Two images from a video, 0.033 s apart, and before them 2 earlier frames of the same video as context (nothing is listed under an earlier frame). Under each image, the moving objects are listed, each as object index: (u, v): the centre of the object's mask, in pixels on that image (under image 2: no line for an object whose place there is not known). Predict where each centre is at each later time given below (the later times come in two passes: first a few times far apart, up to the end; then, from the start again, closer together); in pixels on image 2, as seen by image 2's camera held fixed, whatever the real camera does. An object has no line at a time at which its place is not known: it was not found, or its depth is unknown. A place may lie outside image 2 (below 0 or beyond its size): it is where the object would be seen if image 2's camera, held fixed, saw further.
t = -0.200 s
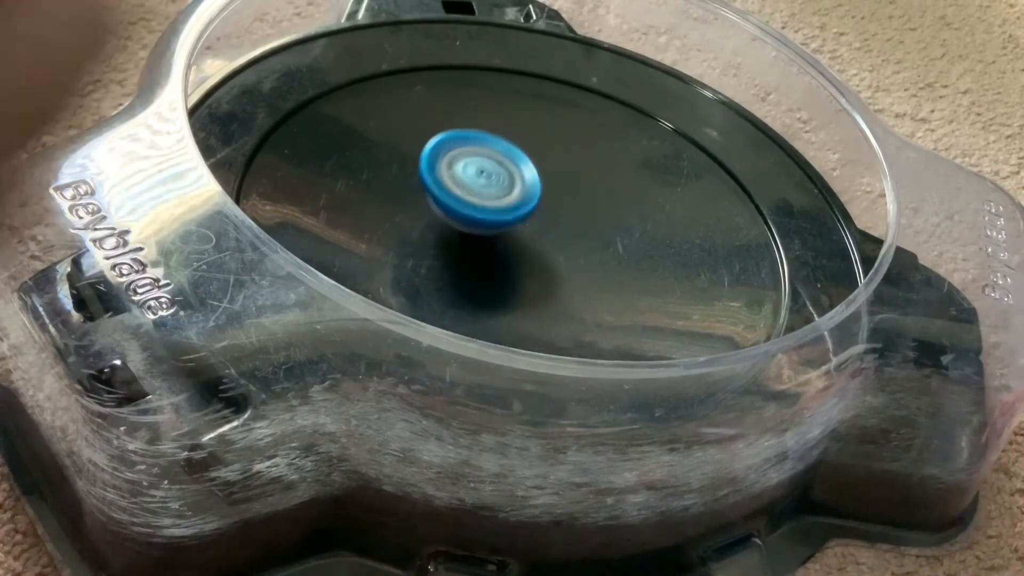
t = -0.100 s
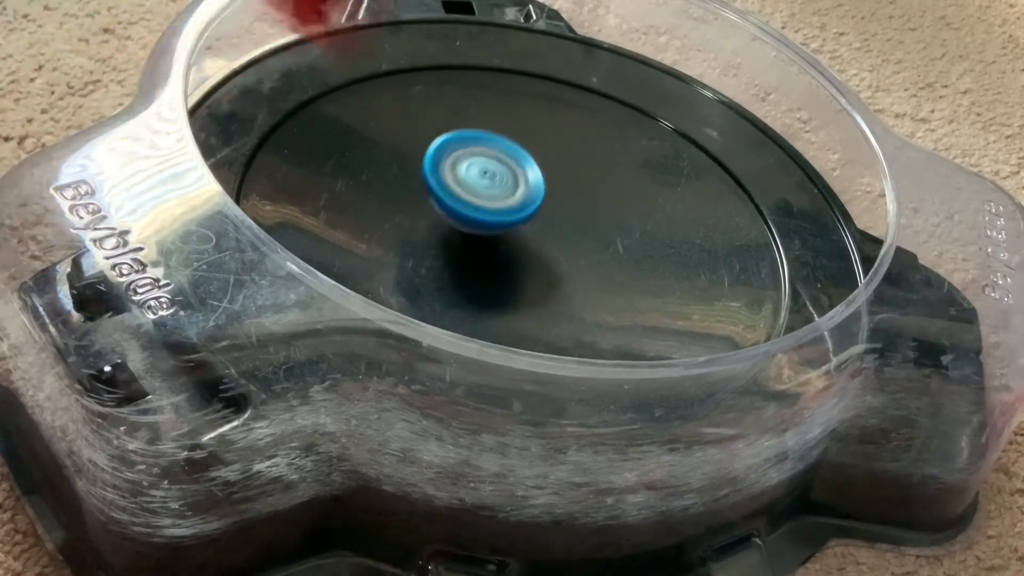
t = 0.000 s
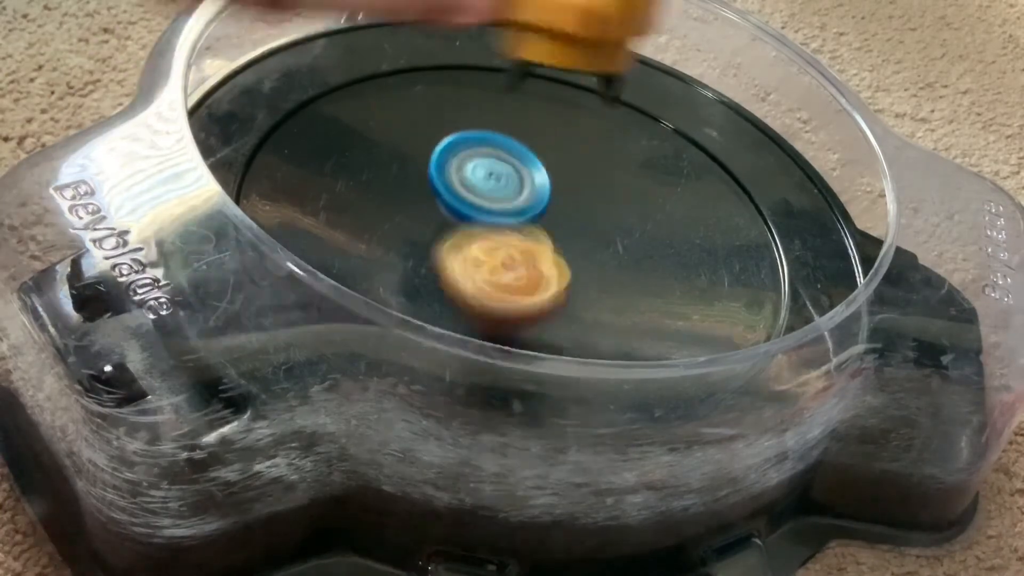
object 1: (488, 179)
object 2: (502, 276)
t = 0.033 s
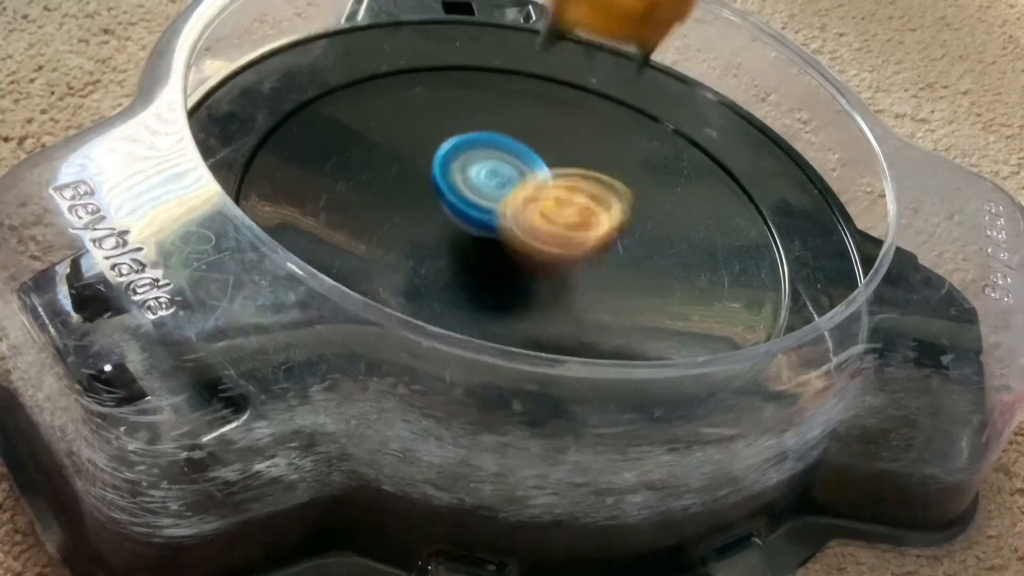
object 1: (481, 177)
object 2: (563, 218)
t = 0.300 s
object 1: (530, 188)
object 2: (665, 77)
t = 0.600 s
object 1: (557, 194)
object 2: (318, 113)
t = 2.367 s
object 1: (467, 111)
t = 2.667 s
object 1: (443, 78)
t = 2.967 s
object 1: (478, 110)
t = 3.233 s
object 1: (519, 140)
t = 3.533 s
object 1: (582, 91)
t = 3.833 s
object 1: (559, 133)
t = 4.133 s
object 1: (559, 123)
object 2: (316, 194)
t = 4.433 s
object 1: (530, 149)
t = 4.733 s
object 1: (576, 129)
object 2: (460, 190)
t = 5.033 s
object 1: (575, 148)
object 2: (465, 171)
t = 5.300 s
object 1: (609, 187)
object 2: (467, 200)
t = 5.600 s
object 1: (616, 227)
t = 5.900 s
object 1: (618, 248)
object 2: (439, 213)
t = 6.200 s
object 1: (566, 240)
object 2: (457, 178)
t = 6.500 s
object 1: (529, 214)
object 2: (441, 143)
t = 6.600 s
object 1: (532, 214)
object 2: (443, 140)
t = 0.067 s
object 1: (496, 186)
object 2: (618, 162)
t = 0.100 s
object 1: (500, 187)
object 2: (661, 135)
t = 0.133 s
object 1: (504, 188)
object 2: (696, 126)
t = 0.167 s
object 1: (508, 189)
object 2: (718, 125)
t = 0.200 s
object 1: (512, 189)
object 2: (715, 87)
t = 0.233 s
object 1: (518, 188)
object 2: (704, 64)
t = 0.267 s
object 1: (525, 188)
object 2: (687, 62)
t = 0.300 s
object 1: (530, 188)
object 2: (665, 77)
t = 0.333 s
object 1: (536, 187)
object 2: (640, 73)
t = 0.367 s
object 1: (543, 187)
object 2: (612, 72)
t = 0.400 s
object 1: (548, 187)
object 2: (581, 80)
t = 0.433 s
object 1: (550, 188)
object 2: (546, 82)
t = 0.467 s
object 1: (551, 189)
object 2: (505, 83)
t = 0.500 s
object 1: (553, 190)
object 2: (462, 86)
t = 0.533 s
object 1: (554, 191)
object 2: (413, 89)
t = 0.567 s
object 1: (555, 192)
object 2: (363, 100)
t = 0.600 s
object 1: (557, 194)
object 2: (318, 113)
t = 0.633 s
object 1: (558, 195)
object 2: (277, 137)
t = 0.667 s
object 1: (560, 197)
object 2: (258, 161)
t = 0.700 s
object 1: (562, 199)
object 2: (260, 188)
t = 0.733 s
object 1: (565, 201)
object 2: (242, 244)
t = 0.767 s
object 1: (567, 203)
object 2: (253, 298)
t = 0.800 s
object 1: (570, 205)
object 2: (288, 341)
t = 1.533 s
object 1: (319, 56)
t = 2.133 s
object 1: (510, 190)
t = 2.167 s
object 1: (506, 176)
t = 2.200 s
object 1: (504, 167)
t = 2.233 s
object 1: (502, 160)
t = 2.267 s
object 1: (490, 144)
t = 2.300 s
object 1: (479, 128)
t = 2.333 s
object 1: (472, 119)
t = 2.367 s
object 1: (467, 111)
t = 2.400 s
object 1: (462, 103)
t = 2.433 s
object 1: (458, 96)
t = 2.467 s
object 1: (454, 90)
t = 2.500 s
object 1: (451, 86)
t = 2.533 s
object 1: (449, 82)
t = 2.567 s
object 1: (446, 80)
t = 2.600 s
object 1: (444, 78)
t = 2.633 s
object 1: (443, 78)
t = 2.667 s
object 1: (443, 78)
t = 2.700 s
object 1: (445, 81)
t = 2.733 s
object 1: (447, 85)
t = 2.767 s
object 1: (449, 90)
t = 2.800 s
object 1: (453, 95)
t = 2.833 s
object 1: (457, 101)
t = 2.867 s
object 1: (463, 107)
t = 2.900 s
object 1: (468, 112)
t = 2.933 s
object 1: (473, 110)
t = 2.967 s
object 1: (478, 110)
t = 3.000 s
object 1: (483, 112)
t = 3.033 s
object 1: (487, 114)
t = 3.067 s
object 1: (492, 117)
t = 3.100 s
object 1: (497, 121)
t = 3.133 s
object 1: (503, 125)
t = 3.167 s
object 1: (508, 130)
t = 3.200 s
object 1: (514, 135)
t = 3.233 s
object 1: (519, 140)
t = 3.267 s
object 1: (523, 146)
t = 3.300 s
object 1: (528, 152)
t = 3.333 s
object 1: (533, 156)
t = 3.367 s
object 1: (545, 145)
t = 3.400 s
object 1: (559, 123)
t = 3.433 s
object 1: (570, 107)
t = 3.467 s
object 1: (578, 95)
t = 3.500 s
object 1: (582, 91)
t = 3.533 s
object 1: (582, 91)
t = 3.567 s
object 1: (580, 91)
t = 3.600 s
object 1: (579, 93)
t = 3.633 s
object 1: (577, 96)
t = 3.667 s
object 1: (575, 100)
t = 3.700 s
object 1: (572, 106)
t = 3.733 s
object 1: (569, 112)
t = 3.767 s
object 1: (566, 119)
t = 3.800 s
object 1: (562, 126)
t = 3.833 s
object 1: (559, 133)
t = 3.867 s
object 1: (555, 140)
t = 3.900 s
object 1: (552, 147)
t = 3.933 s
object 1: (555, 144)
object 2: (538, 230)
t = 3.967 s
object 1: (558, 134)
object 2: (500, 226)
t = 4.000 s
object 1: (562, 128)
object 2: (462, 218)
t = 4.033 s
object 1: (565, 124)
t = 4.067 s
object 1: (565, 124)
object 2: (384, 203)
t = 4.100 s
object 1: (563, 124)
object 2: (348, 198)
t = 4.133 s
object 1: (559, 123)
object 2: (316, 194)
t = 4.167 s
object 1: (557, 123)
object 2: (291, 192)
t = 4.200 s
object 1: (554, 124)
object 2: (276, 192)
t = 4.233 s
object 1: (550, 125)
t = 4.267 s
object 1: (547, 128)
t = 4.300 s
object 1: (544, 131)
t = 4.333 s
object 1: (540, 135)
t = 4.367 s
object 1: (537, 139)
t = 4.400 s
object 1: (534, 144)
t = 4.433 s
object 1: (530, 149)
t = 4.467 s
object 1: (527, 154)
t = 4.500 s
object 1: (524, 159)
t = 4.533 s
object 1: (529, 157)
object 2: (479, 229)
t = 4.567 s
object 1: (546, 149)
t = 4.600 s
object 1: (560, 141)
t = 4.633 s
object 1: (570, 136)
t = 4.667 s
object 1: (574, 133)
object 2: (465, 206)
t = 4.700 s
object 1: (575, 130)
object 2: (462, 198)
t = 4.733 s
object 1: (576, 129)
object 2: (460, 190)
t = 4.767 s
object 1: (576, 128)
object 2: (457, 186)
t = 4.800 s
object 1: (577, 128)
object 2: (457, 180)
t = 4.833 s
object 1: (577, 130)
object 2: (457, 177)
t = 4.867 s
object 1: (577, 131)
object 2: (456, 175)
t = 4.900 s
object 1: (577, 134)
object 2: (457, 171)
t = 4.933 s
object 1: (577, 137)
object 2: (458, 172)
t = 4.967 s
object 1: (575, 140)
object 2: (462, 171)
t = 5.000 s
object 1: (574, 144)
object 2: (465, 171)
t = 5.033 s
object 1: (575, 148)
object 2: (465, 171)
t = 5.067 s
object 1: (584, 152)
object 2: (461, 171)
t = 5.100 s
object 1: (587, 158)
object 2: (459, 174)
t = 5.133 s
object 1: (588, 163)
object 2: (460, 177)
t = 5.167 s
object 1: (589, 168)
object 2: (462, 181)
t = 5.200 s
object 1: (590, 173)
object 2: (465, 186)
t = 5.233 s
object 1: (590, 178)
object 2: (470, 190)
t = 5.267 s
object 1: (592, 182)
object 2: (478, 196)
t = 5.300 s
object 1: (609, 187)
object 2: (467, 200)
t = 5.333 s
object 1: (621, 192)
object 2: (460, 201)
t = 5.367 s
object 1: (625, 198)
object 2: (453, 206)
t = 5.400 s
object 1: (627, 202)
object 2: (449, 211)
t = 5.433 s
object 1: (628, 207)
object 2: (450, 216)
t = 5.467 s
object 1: (628, 211)
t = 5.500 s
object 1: (626, 215)
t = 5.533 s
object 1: (623, 219)
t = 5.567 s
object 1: (620, 223)
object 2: (472, 236)
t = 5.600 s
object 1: (616, 227)
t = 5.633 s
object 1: (612, 231)
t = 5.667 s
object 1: (625, 235)
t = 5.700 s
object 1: (636, 238)
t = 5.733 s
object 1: (638, 241)
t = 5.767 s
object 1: (635, 243)
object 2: (454, 226)
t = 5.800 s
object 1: (632, 245)
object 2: (447, 222)
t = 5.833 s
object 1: (629, 247)
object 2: (444, 218)
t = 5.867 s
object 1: (624, 247)
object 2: (442, 218)
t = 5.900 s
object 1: (618, 248)
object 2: (439, 213)
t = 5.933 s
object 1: (611, 248)
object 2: (440, 209)
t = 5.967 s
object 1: (605, 248)
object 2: (442, 210)
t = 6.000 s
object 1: (599, 248)
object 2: (443, 206)
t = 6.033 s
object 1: (592, 246)
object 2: (448, 203)
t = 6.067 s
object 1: (583, 244)
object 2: (454, 201)
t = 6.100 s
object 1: (576, 242)
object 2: (458, 200)
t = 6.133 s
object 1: (573, 242)
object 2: (459, 192)
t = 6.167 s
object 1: (568, 240)
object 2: (459, 186)
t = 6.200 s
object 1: (566, 240)
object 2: (457, 178)
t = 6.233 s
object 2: (452, 169)
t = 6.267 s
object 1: (556, 235)
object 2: (445, 158)
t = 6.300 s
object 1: (552, 233)
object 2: (442, 151)
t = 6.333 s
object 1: (548, 230)
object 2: (439, 146)
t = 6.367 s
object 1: (543, 227)
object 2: (437, 141)
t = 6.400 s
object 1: (539, 223)
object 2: (438, 141)
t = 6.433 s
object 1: (534, 219)
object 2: (438, 142)
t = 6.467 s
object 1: (532, 216)
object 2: (439, 143)
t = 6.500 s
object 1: (529, 214)
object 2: (441, 143)
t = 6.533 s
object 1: (531, 213)
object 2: (442, 143)
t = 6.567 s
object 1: (529, 212)
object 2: (444, 143)
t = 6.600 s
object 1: (532, 214)
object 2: (443, 140)
